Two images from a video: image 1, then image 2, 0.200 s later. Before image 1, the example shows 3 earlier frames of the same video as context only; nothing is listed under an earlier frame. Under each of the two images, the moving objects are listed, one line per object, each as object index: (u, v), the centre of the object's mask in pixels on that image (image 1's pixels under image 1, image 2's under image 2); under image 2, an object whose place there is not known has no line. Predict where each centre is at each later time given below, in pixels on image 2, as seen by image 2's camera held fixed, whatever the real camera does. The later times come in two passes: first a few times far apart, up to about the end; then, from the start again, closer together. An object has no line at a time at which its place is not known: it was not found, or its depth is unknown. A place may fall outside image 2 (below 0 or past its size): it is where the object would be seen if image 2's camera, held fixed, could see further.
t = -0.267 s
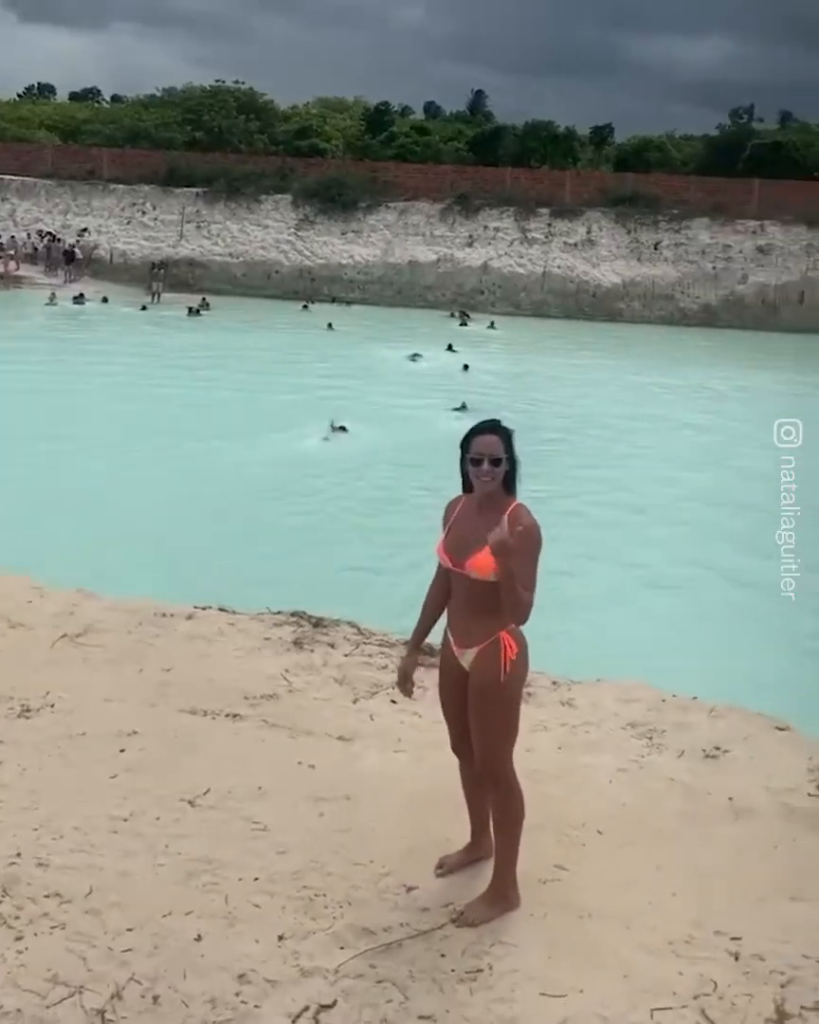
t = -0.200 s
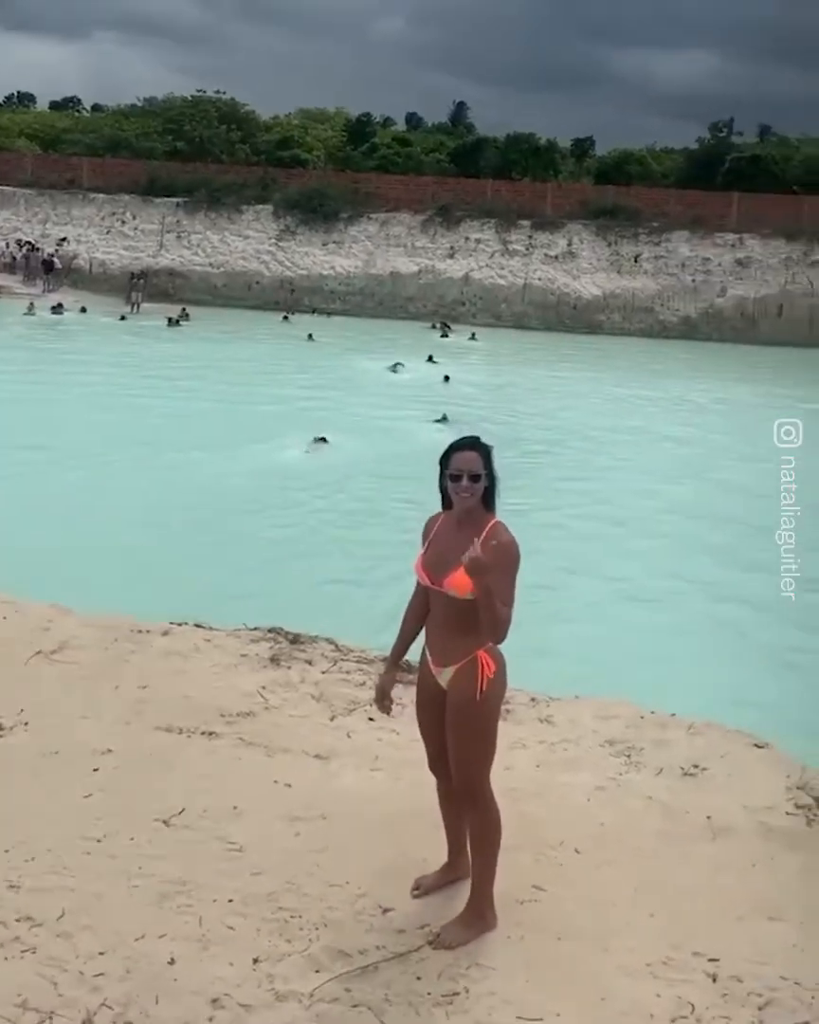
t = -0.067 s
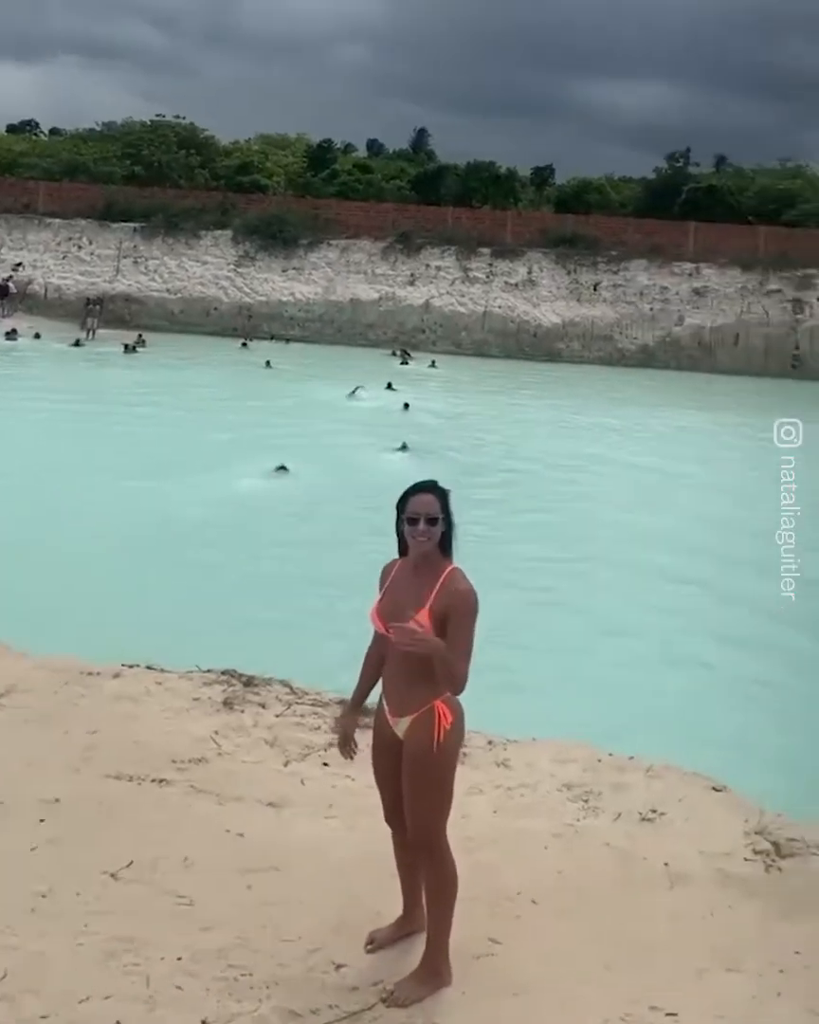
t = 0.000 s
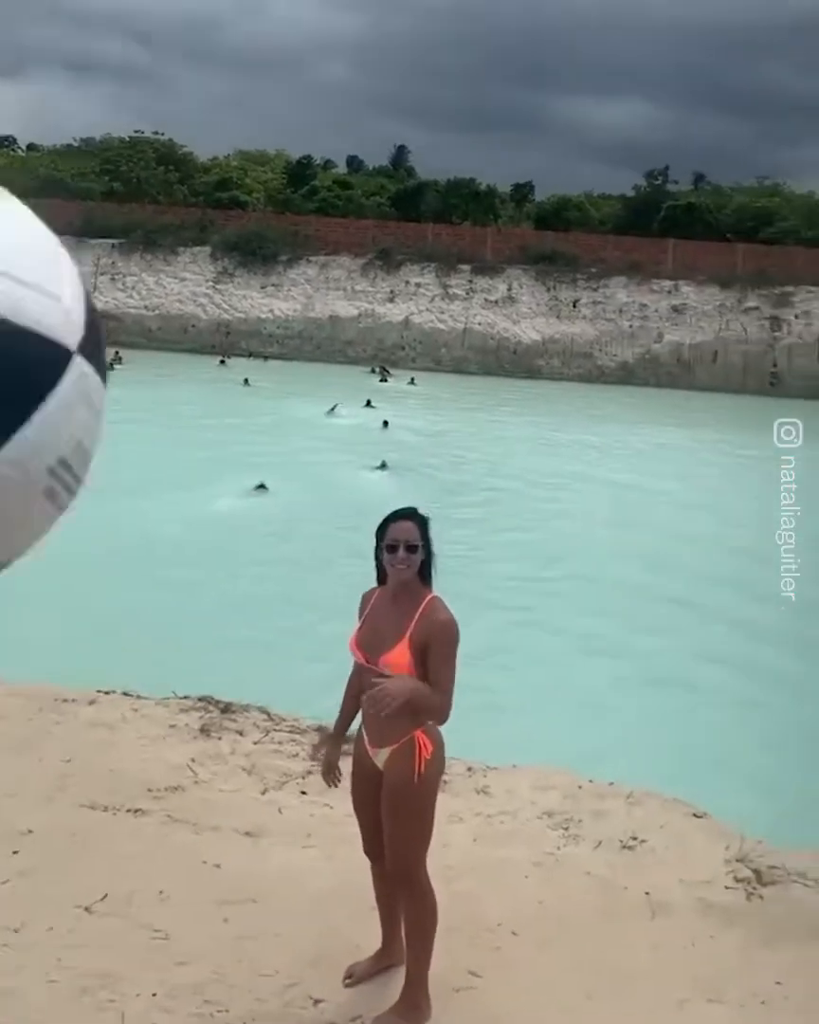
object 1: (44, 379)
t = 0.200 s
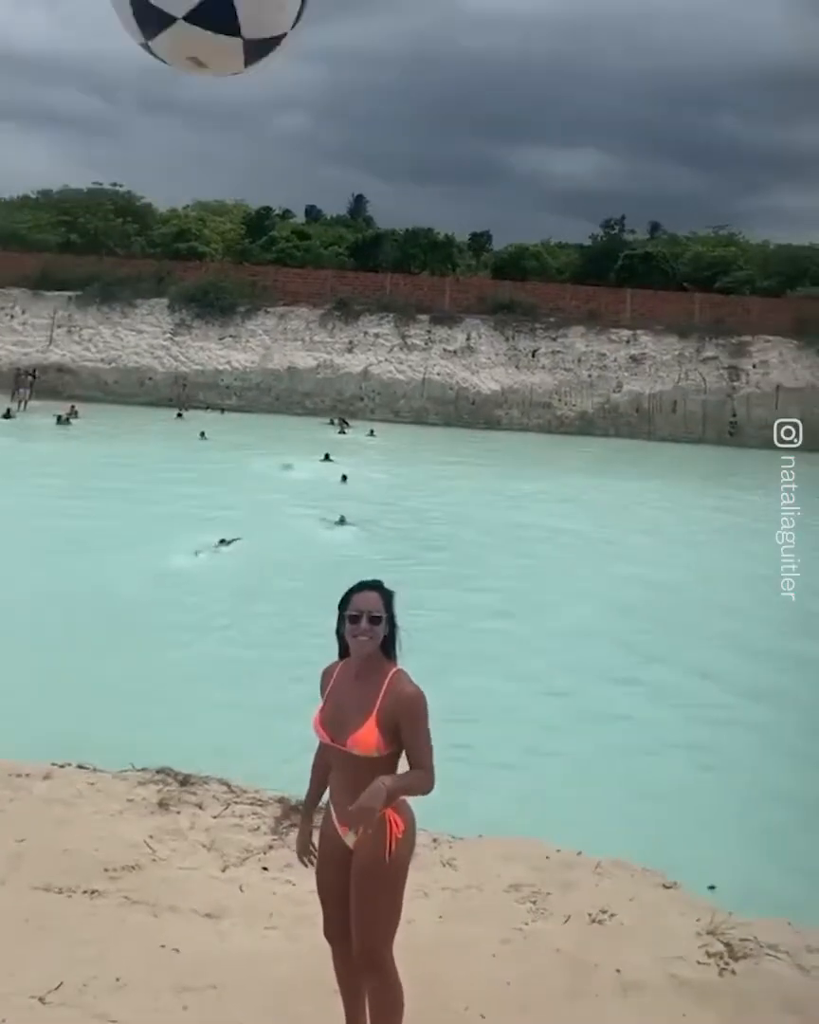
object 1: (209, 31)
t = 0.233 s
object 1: (233, 20)
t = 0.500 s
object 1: (328, 132)
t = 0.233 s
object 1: (233, 20)
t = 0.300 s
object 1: (268, 14)
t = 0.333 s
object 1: (281, 20)
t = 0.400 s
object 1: (301, 43)
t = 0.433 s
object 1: (313, 69)
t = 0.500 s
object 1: (328, 132)
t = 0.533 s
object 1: (335, 167)
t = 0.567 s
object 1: (341, 200)
